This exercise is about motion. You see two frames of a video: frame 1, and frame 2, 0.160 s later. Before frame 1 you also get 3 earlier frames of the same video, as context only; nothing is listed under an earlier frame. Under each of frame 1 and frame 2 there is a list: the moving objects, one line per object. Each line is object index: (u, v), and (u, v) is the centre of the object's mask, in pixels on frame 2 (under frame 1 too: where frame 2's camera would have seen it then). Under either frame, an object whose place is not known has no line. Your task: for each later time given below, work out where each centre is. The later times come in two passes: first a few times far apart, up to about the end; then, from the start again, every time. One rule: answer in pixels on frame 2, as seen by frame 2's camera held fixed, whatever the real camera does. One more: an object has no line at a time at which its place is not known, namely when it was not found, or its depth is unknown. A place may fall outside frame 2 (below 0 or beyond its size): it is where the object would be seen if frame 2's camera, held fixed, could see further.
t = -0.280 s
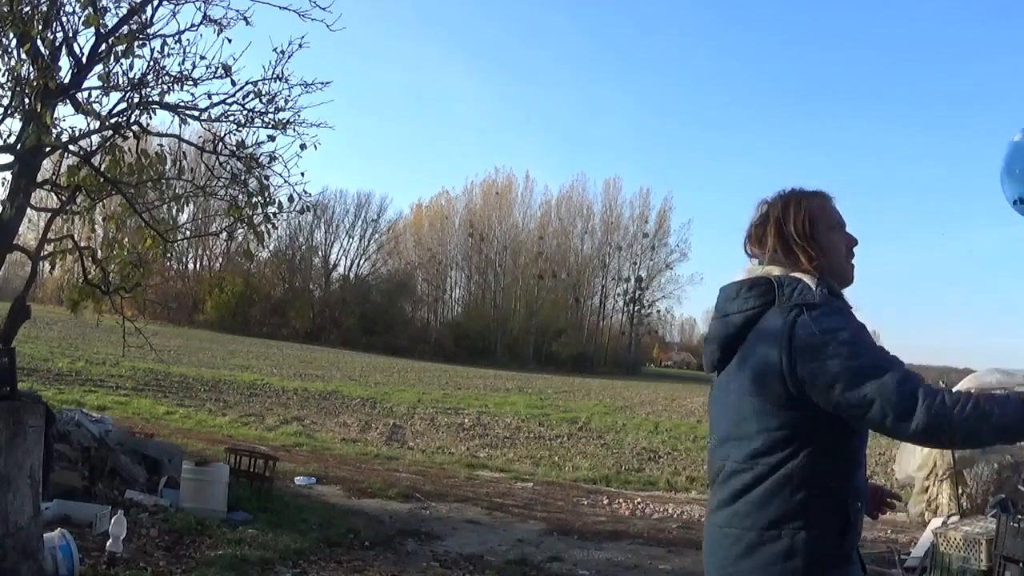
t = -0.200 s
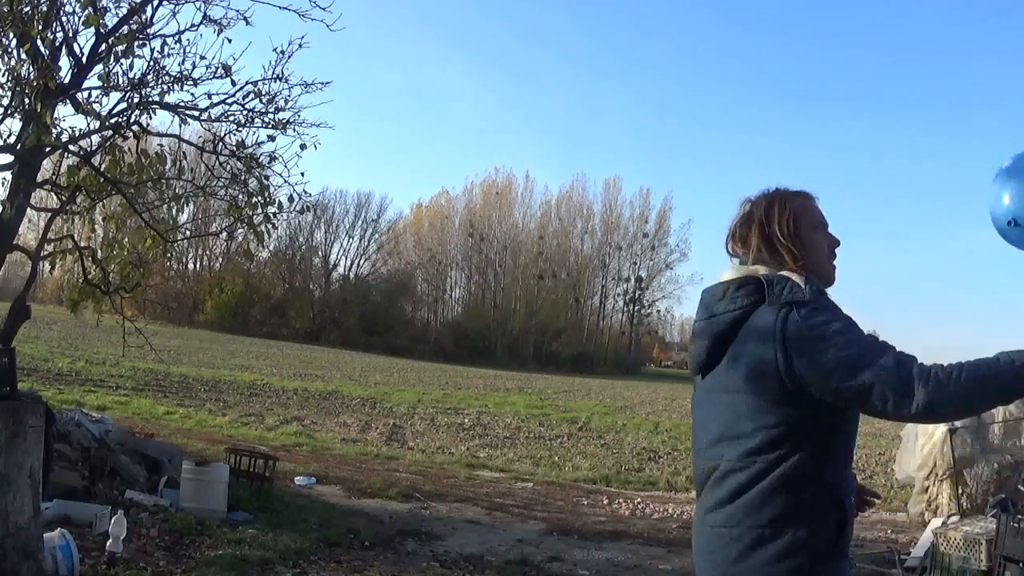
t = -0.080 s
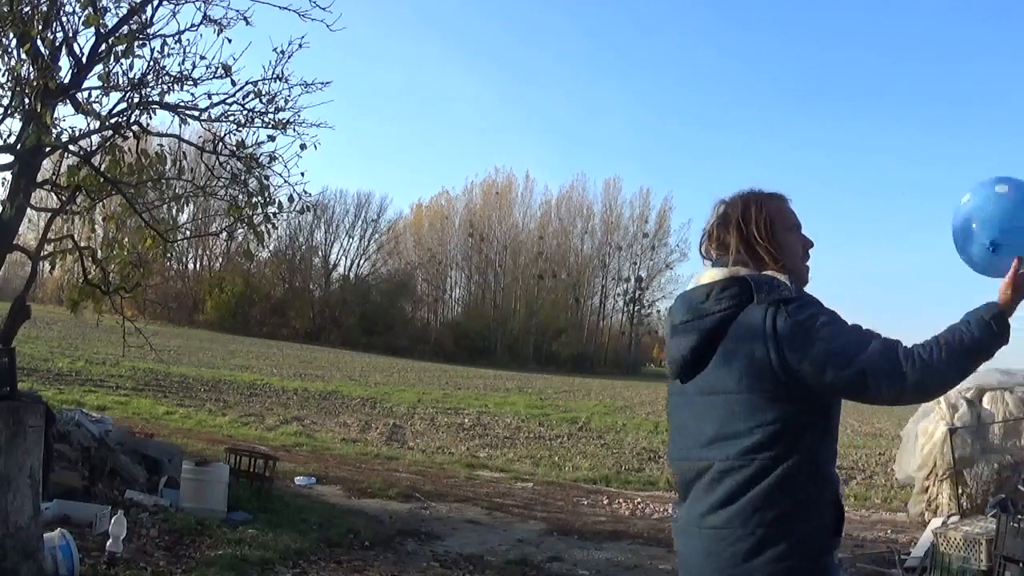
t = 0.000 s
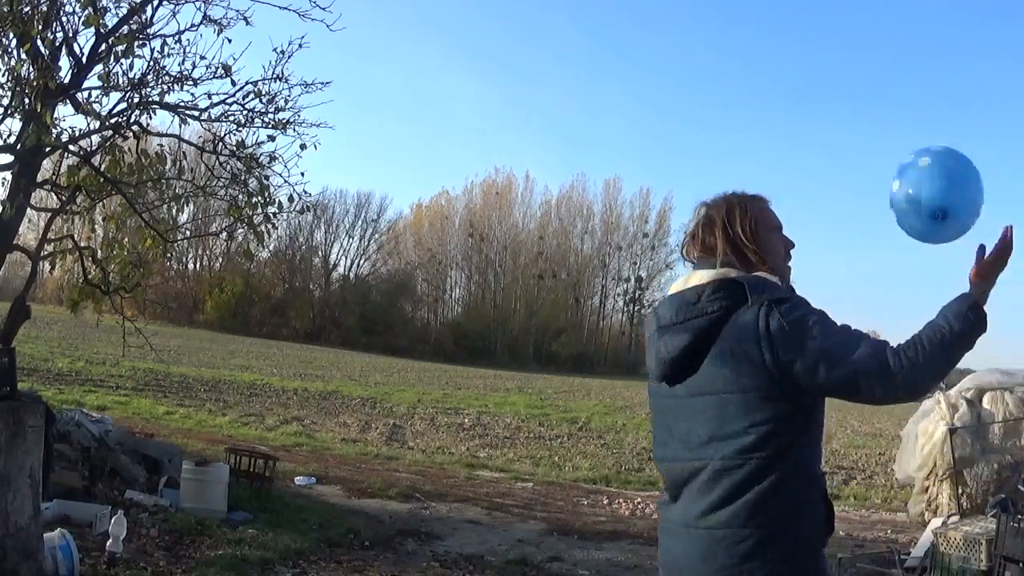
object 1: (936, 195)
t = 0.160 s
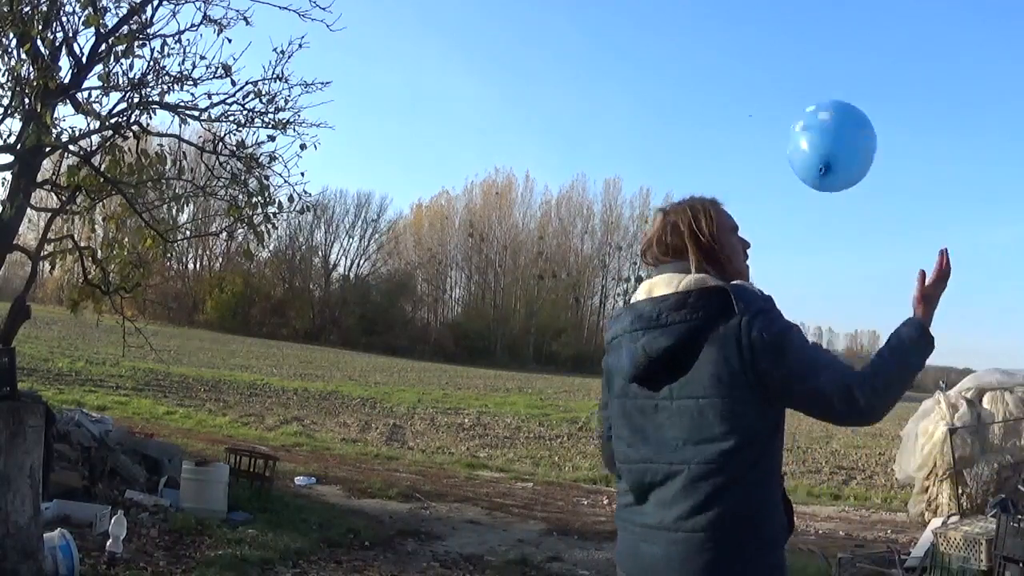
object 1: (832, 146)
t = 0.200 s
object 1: (812, 138)
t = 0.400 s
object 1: (745, 116)
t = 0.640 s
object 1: (706, 125)
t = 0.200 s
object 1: (812, 138)
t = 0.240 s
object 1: (795, 130)
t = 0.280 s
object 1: (780, 125)
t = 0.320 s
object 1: (767, 121)
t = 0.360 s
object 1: (755, 117)
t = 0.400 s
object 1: (745, 116)
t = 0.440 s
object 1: (737, 114)
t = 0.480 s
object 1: (730, 115)
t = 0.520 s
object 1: (723, 116)
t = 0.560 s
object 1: (717, 118)
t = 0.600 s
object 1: (711, 121)
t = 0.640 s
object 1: (706, 125)
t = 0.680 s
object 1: (702, 130)
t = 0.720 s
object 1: (698, 135)
